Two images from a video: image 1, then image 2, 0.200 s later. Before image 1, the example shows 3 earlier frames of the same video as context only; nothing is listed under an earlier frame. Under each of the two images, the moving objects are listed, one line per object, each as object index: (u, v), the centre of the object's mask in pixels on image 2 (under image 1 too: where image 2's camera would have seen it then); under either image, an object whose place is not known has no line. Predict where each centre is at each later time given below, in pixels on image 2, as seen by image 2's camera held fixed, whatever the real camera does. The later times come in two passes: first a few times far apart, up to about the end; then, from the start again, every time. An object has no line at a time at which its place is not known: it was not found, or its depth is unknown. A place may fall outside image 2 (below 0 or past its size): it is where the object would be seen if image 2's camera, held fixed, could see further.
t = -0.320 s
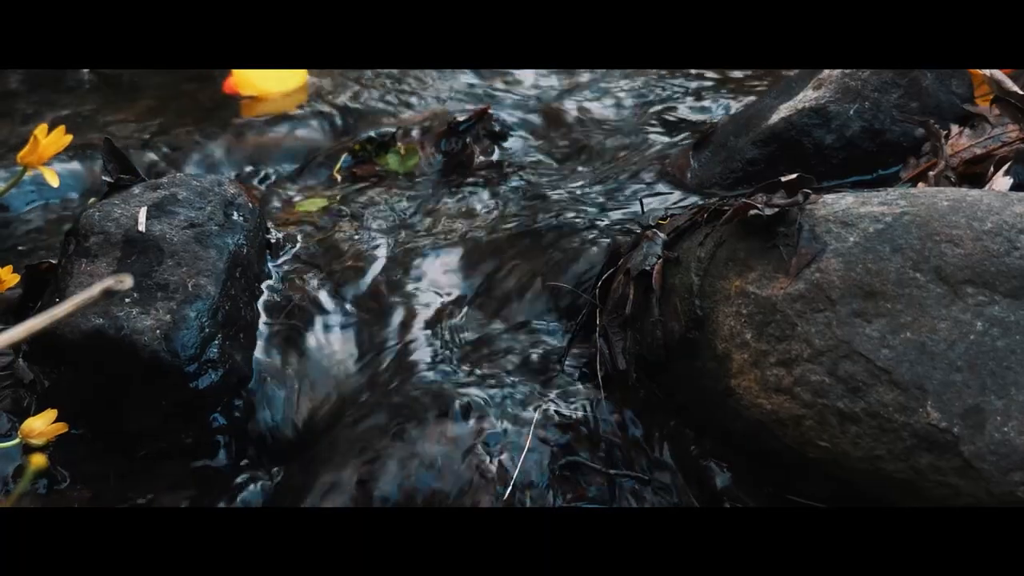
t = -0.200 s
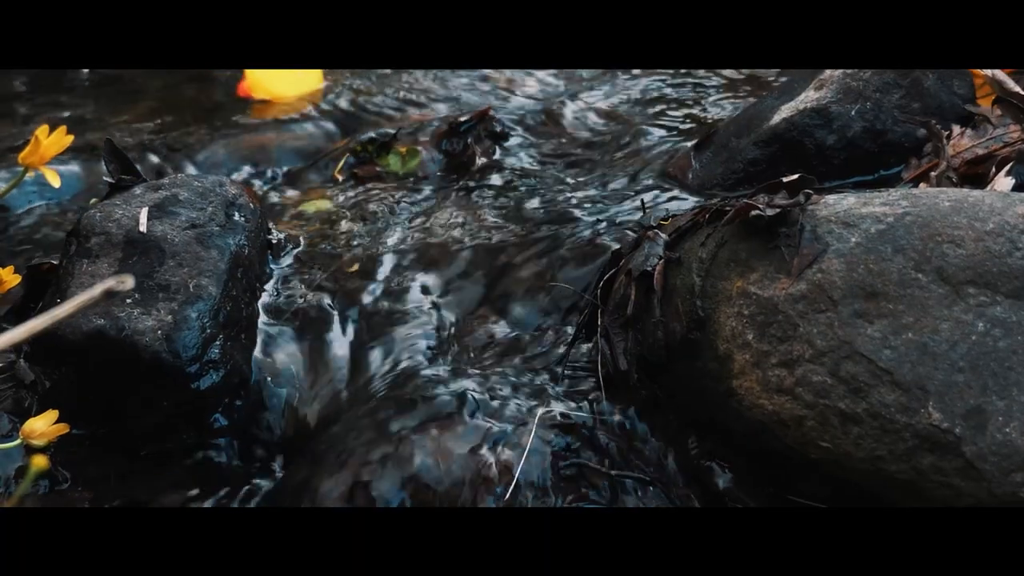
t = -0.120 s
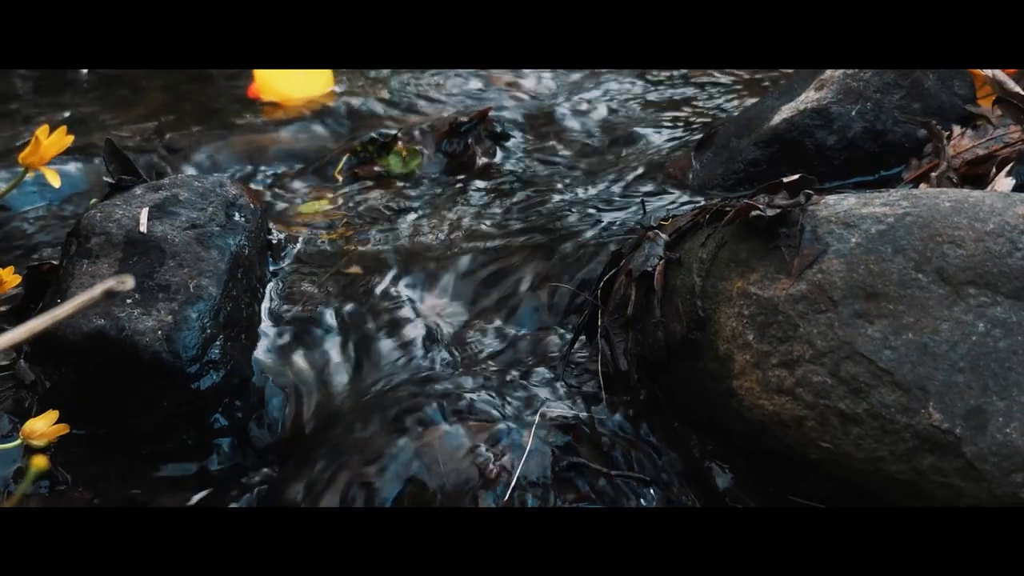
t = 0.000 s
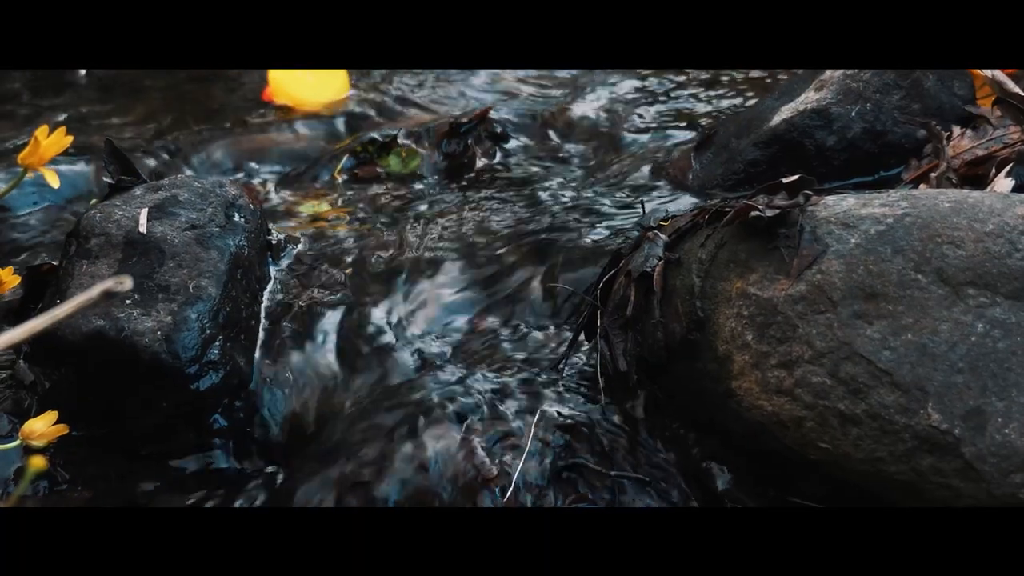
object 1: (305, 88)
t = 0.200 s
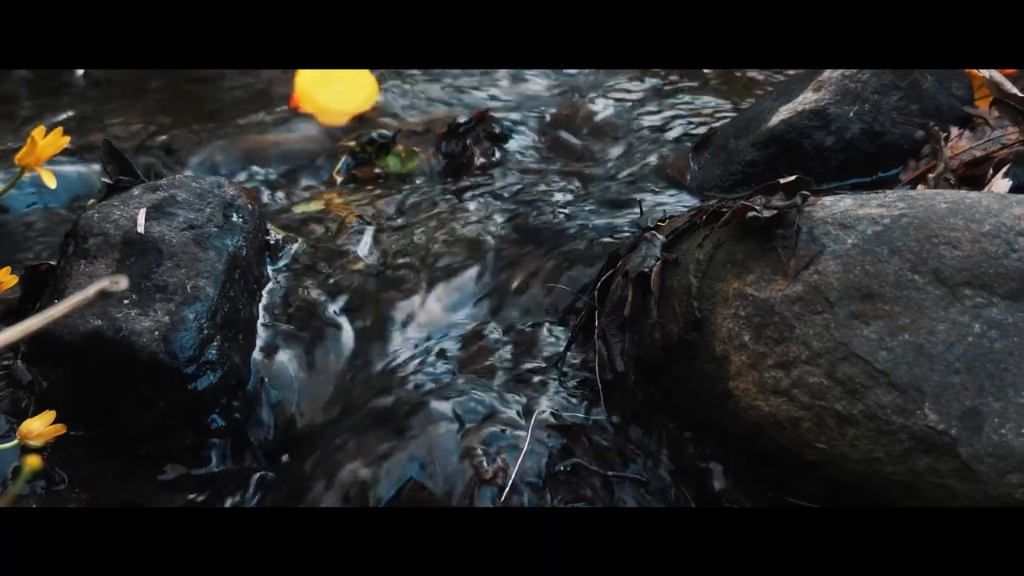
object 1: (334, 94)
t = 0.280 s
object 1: (348, 97)
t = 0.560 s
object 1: (390, 108)
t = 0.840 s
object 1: (404, 117)
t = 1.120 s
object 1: (417, 130)
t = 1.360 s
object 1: (417, 140)
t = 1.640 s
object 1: (422, 155)
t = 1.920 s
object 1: (432, 165)
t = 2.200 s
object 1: (434, 175)
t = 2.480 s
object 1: (426, 179)
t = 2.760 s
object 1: (407, 191)
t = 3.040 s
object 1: (384, 203)
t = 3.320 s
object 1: (357, 213)
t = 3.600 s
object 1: (341, 225)
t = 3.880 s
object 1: (344, 239)
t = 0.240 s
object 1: (341, 95)
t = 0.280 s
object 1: (348, 97)
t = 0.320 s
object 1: (354, 99)
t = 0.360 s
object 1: (361, 100)
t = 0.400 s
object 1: (367, 102)
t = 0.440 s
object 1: (374, 104)
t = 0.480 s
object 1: (379, 105)
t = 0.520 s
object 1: (384, 105)
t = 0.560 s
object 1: (390, 108)
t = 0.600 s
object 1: (393, 110)
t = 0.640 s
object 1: (394, 109)
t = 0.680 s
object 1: (396, 110)
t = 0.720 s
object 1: (398, 112)
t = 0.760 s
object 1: (399, 113)
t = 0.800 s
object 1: (401, 115)
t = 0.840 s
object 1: (404, 117)
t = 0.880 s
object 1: (405, 119)
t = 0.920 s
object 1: (406, 120)
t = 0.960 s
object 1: (407, 122)
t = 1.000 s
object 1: (409, 124)
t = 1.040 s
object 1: (412, 126)
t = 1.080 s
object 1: (415, 128)
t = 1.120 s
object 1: (417, 130)
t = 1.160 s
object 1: (418, 132)
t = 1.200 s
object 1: (417, 133)
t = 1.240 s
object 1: (417, 134)
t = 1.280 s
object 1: (417, 136)
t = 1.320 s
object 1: (417, 138)
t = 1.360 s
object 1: (417, 140)
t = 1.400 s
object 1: (417, 142)
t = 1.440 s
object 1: (417, 144)
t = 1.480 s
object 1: (418, 147)
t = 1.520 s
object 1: (419, 150)
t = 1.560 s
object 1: (420, 152)
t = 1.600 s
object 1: (421, 153)
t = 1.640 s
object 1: (422, 155)
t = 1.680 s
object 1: (423, 157)
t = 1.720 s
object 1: (425, 159)
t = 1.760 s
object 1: (427, 160)
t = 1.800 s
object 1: (428, 162)
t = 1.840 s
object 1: (430, 163)
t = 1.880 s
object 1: (431, 164)
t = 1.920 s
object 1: (432, 165)
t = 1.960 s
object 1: (433, 166)
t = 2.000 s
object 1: (433, 167)
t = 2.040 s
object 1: (433, 169)
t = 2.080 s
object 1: (434, 171)
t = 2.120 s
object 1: (434, 172)
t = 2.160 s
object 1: (434, 173)
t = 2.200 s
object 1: (434, 175)
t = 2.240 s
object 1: (434, 175)
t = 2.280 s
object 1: (433, 176)
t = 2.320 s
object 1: (432, 176)
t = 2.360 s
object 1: (431, 177)
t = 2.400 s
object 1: (429, 177)
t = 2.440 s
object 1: (428, 178)
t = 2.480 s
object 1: (426, 179)
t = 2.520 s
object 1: (424, 180)
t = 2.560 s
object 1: (421, 182)
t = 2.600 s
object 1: (418, 183)
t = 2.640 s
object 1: (415, 185)
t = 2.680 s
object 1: (412, 187)
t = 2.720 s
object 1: (410, 189)
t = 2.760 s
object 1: (407, 191)
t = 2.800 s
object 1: (404, 193)
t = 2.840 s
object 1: (401, 196)
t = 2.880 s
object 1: (398, 197)
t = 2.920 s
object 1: (394, 199)
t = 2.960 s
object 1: (391, 200)
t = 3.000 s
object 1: (387, 202)
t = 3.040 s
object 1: (384, 203)
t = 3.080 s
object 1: (380, 205)
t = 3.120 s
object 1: (376, 206)
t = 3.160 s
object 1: (373, 207)
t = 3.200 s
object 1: (369, 209)
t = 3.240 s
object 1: (365, 210)
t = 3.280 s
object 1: (361, 211)
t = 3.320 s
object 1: (357, 213)
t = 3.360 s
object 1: (353, 215)
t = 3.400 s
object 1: (351, 216)
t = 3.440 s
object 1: (347, 218)
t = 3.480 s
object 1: (344, 220)
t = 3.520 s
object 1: (342, 222)
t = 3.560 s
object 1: (341, 224)
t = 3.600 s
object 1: (341, 225)
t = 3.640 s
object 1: (342, 227)
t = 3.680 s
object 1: (343, 228)
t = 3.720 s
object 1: (343, 230)
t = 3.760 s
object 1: (344, 232)
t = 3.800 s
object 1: (344, 235)
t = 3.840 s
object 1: (344, 237)
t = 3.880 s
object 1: (344, 239)
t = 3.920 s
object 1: (343, 242)
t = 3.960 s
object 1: (343, 244)
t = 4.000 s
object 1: (342, 247)
